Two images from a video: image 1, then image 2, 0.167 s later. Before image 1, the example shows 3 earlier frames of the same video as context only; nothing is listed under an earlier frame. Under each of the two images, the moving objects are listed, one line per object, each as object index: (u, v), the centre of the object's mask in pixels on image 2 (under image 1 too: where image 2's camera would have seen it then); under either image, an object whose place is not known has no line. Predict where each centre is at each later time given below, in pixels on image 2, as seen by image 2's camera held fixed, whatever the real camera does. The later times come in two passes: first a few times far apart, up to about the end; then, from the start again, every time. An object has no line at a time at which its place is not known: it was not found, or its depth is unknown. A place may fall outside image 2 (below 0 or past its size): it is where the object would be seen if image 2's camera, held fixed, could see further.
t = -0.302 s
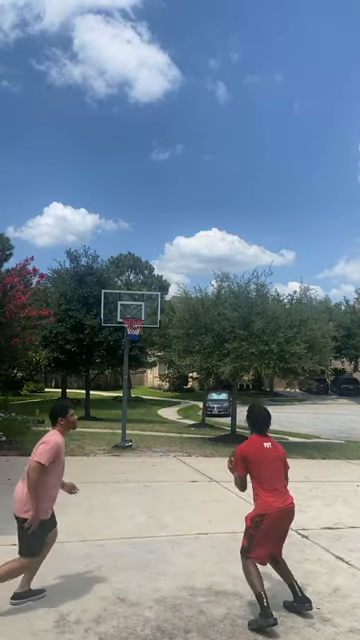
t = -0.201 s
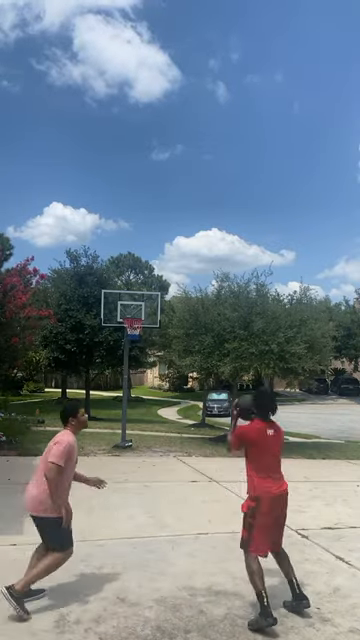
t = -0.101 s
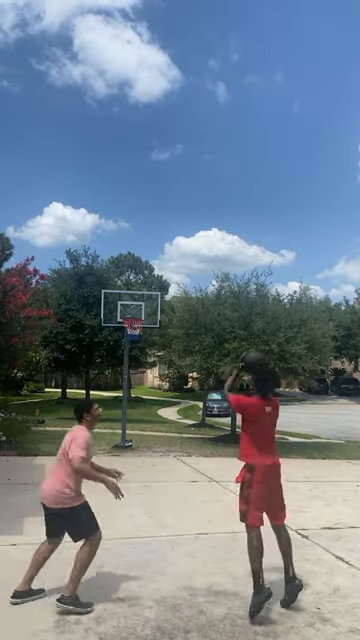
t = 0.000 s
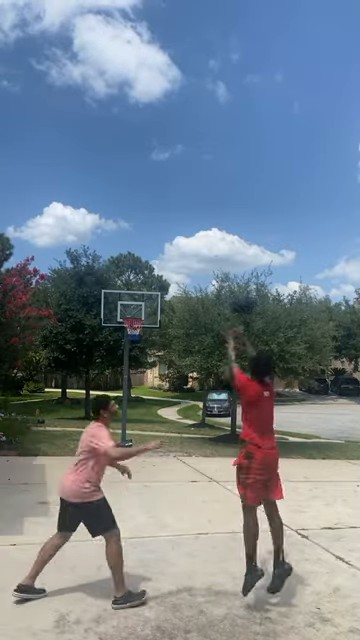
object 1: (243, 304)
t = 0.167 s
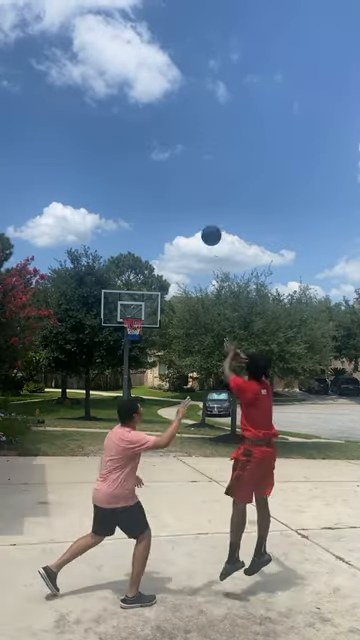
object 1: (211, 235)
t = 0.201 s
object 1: (206, 226)
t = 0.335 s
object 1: (189, 205)
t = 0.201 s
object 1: (206, 226)
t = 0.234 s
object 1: (201, 219)
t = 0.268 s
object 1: (197, 213)
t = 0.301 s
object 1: (193, 208)
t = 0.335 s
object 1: (189, 205)
